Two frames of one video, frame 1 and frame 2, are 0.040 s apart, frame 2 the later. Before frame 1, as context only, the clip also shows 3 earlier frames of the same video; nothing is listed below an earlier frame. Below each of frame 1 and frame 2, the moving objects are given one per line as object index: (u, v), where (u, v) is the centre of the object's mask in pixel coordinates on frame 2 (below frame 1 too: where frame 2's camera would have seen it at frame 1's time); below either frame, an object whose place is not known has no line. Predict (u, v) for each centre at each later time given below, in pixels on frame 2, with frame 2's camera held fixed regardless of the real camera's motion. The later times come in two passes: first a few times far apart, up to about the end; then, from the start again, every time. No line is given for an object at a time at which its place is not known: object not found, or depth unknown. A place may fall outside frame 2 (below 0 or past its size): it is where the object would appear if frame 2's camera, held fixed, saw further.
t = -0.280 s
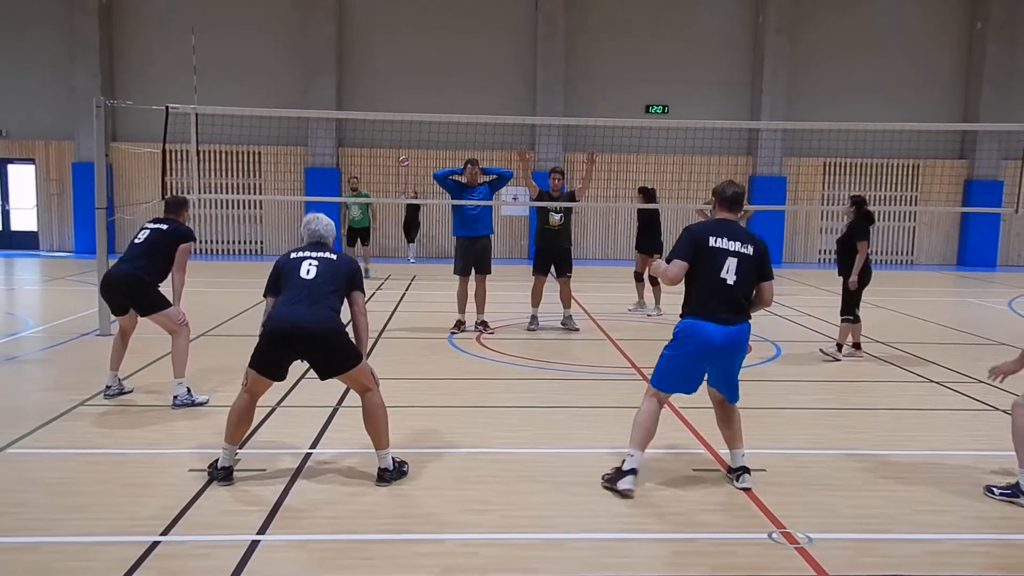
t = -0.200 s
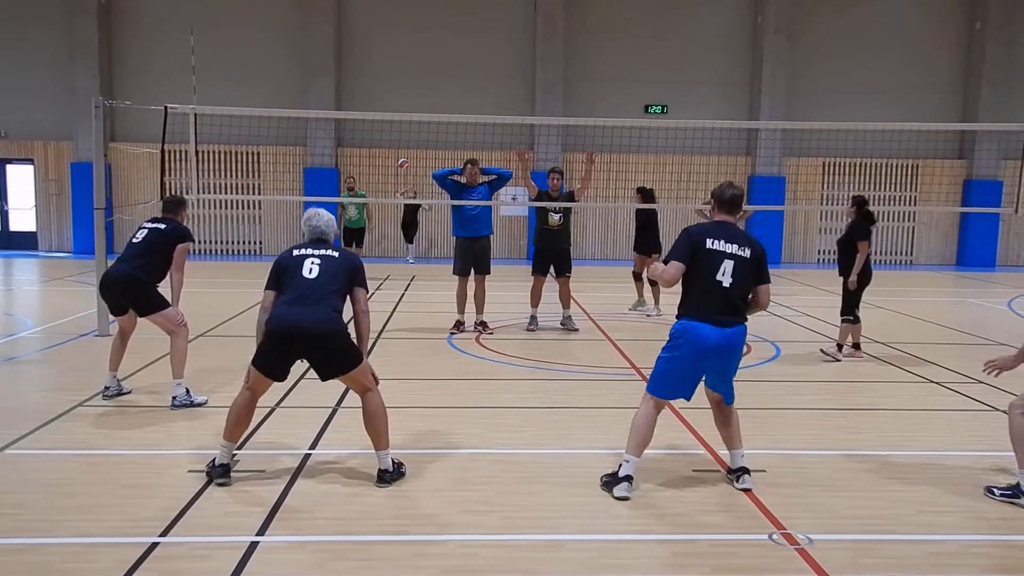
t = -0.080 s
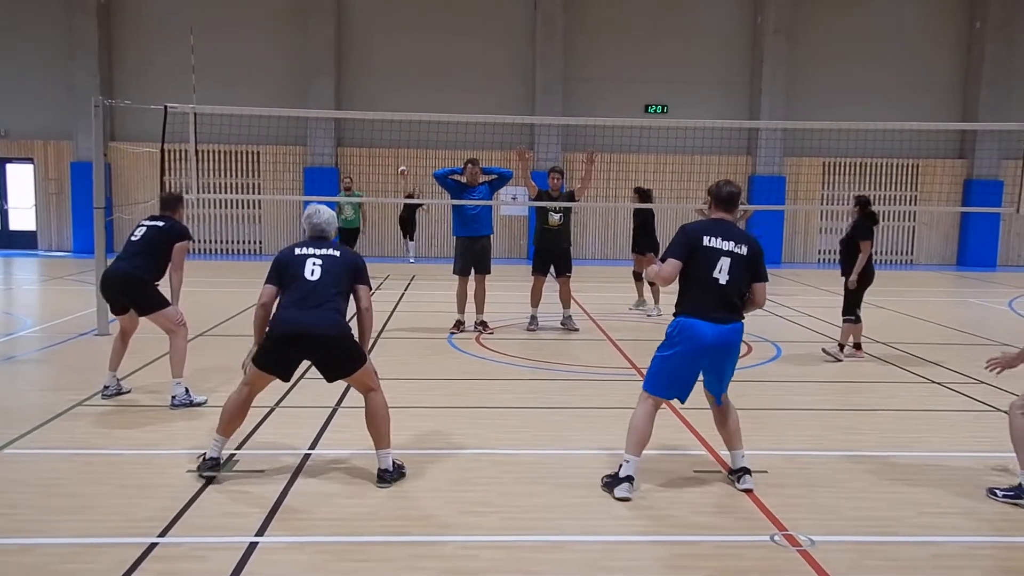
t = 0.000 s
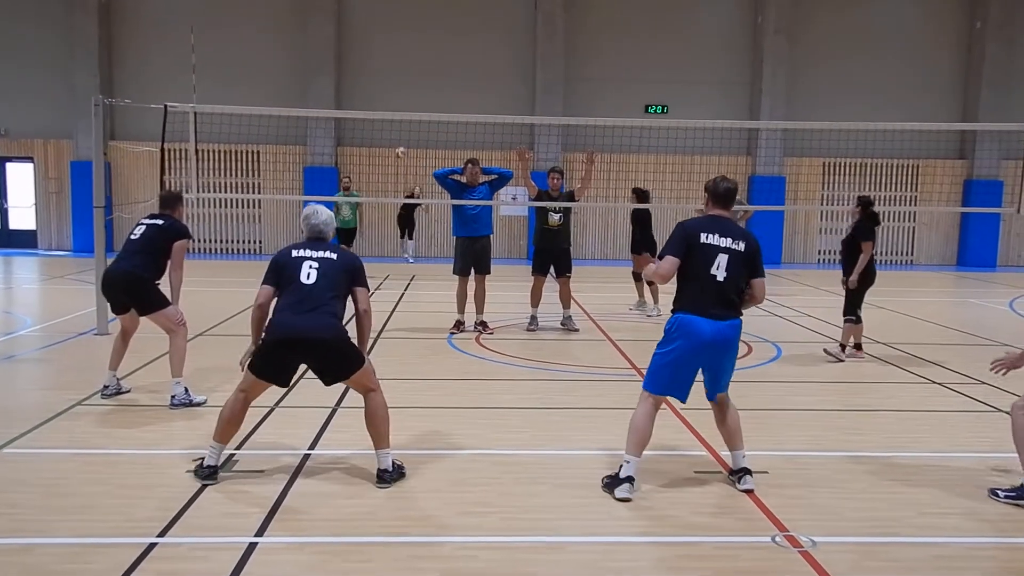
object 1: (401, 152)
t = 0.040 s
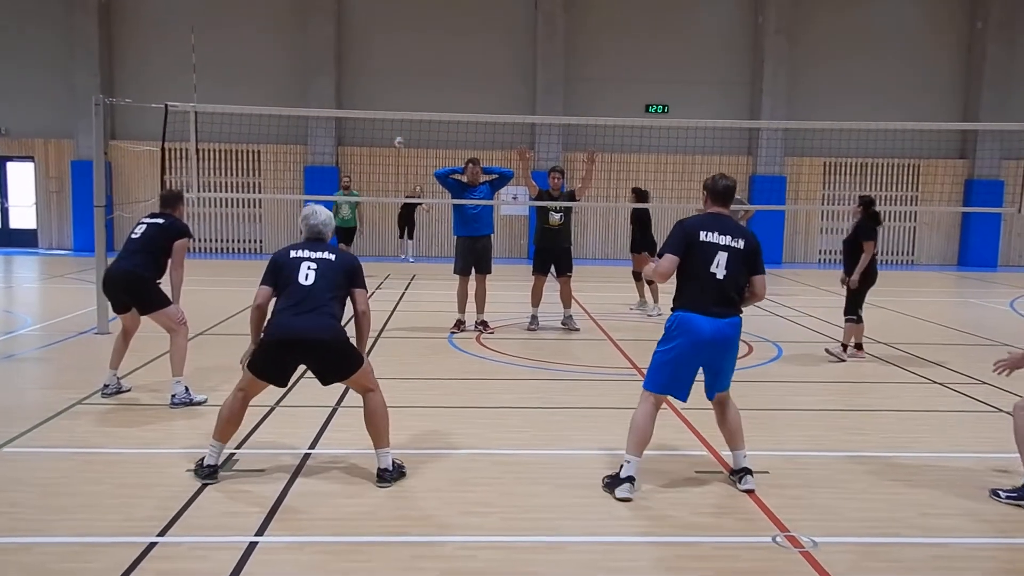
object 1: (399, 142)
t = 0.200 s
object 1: (390, 107)
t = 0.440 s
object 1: (379, 70)
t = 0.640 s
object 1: (370, 54)
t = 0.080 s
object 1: (397, 133)
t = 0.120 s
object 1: (396, 128)
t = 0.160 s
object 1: (393, 122)
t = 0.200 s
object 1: (390, 107)
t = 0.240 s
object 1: (389, 103)
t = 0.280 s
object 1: (387, 95)
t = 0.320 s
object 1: (385, 88)
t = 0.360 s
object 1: (383, 82)
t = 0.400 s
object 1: (381, 76)
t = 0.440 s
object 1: (379, 70)
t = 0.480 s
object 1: (377, 65)
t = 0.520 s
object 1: (376, 60)
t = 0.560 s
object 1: (374, 57)
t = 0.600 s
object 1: (373, 54)
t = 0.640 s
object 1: (370, 54)
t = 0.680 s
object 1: (368, 55)
